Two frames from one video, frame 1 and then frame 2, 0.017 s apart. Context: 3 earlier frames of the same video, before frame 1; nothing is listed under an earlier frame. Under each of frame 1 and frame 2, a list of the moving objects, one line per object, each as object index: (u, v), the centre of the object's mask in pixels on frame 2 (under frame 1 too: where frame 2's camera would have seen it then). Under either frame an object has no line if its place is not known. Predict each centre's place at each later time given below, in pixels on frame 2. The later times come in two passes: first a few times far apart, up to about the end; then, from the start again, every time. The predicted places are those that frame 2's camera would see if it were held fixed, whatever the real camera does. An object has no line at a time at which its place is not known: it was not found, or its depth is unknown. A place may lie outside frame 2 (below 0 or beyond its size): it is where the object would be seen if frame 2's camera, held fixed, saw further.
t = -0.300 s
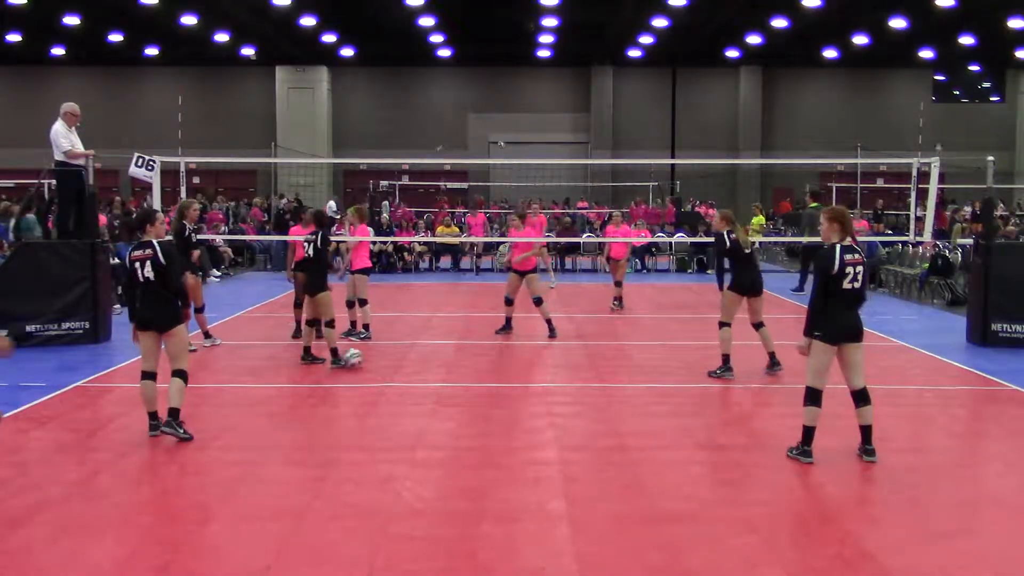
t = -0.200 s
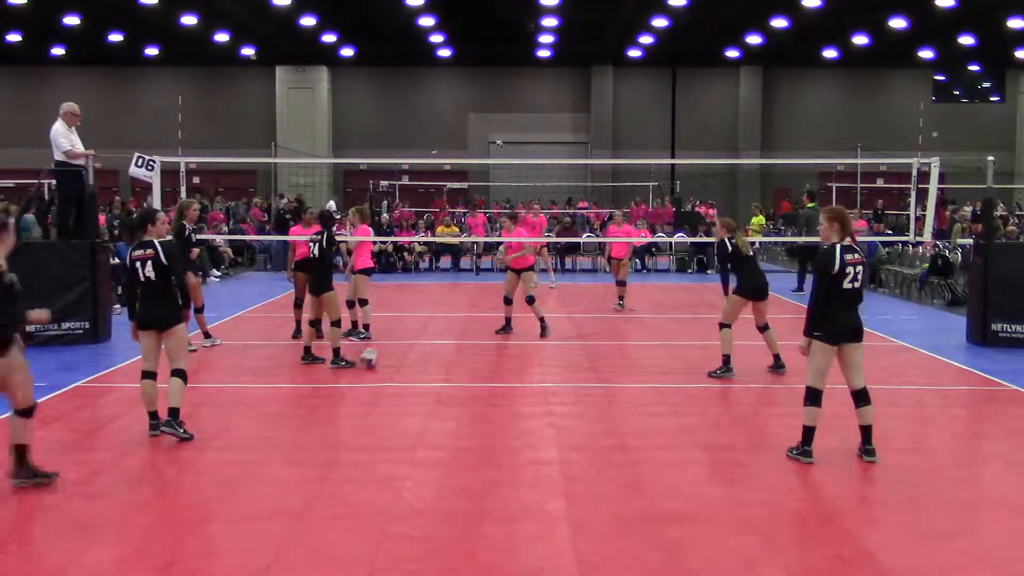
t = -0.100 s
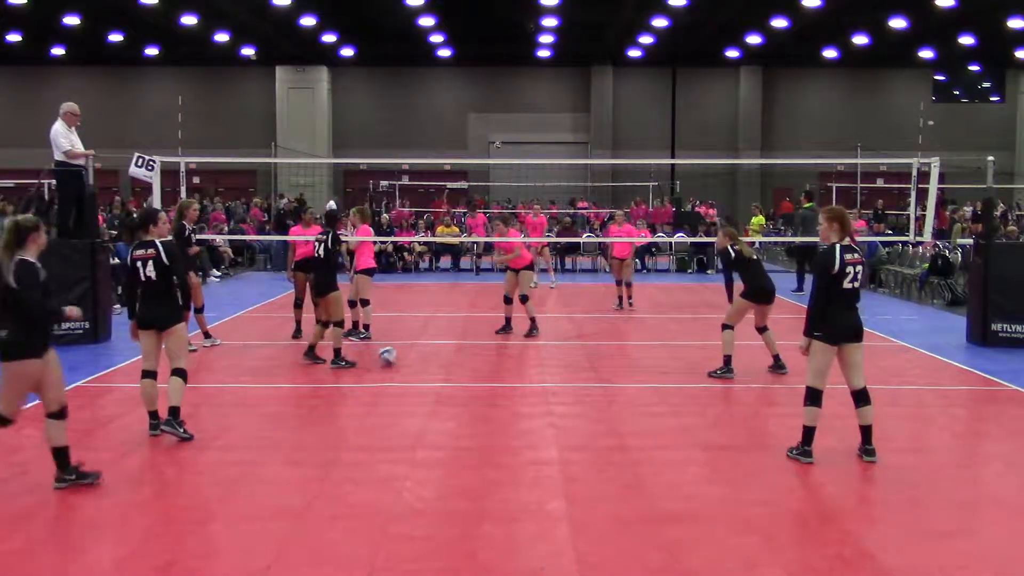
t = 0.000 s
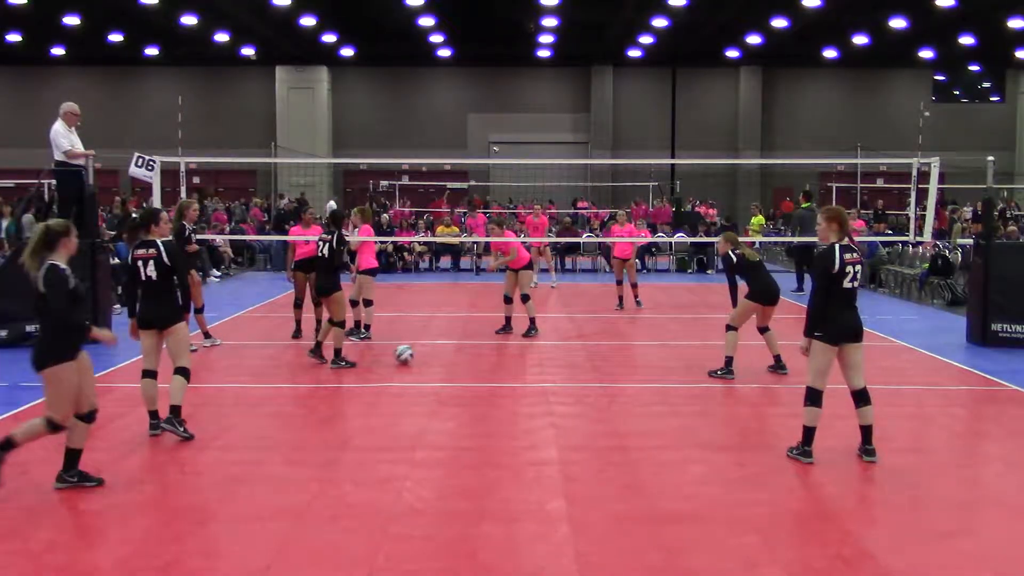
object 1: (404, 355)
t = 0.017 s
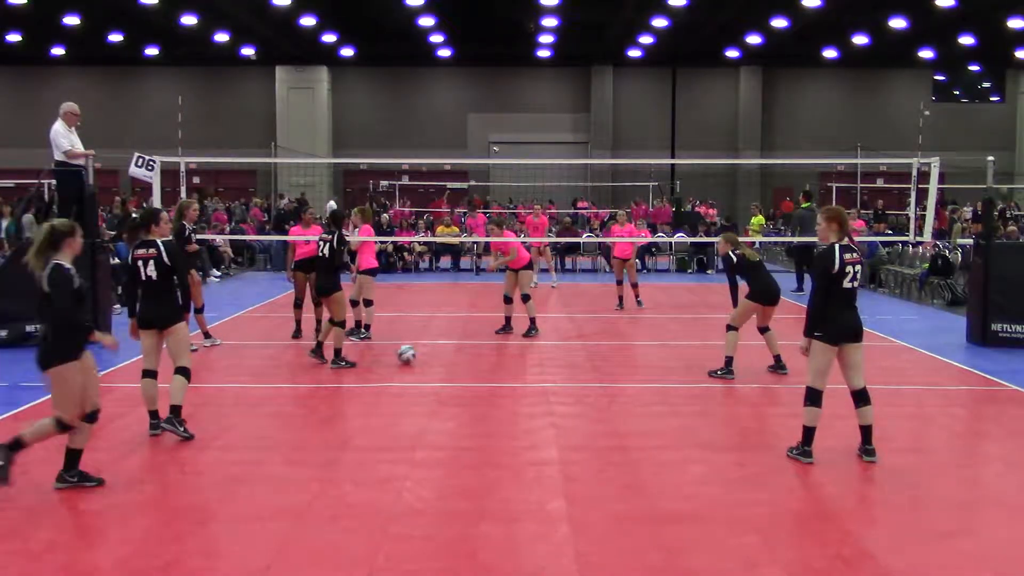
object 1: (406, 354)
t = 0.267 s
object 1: (446, 351)
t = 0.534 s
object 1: (485, 348)
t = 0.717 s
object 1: (511, 346)
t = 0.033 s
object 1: (409, 355)
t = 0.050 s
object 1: (412, 354)
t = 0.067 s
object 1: (414, 354)
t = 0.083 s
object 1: (417, 353)
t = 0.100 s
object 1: (418, 353)
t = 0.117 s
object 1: (422, 354)
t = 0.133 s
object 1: (425, 353)
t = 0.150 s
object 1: (428, 352)
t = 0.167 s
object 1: (431, 352)
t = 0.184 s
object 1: (433, 352)
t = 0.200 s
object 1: (435, 352)
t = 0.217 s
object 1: (438, 352)
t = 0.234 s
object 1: (440, 353)
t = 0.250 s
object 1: (443, 352)
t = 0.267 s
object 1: (446, 351)
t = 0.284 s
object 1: (448, 351)
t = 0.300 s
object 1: (451, 351)
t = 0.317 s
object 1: (453, 350)
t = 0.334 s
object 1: (455, 351)
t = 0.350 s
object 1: (458, 351)
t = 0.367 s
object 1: (460, 351)
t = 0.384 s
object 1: (463, 351)
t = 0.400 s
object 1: (465, 350)
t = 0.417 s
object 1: (468, 350)
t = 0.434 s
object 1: (471, 349)
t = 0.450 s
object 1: (473, 349)
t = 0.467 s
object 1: (475, 349)
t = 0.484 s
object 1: (478, 349)
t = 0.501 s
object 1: (480, 349)
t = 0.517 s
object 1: (483, 348)
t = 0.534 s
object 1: (485, 348)
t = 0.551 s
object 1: (486, 348)
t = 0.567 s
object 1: (489, 348)
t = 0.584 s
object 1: (491, 348)
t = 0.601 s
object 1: (494, 348)
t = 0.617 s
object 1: (495, 347)
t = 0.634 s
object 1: (497, 347)
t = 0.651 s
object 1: (502, 347)
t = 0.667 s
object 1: (503, 346)
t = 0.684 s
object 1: (505, 347)
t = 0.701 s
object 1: (507, 347)
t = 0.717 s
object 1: (511, 346)
